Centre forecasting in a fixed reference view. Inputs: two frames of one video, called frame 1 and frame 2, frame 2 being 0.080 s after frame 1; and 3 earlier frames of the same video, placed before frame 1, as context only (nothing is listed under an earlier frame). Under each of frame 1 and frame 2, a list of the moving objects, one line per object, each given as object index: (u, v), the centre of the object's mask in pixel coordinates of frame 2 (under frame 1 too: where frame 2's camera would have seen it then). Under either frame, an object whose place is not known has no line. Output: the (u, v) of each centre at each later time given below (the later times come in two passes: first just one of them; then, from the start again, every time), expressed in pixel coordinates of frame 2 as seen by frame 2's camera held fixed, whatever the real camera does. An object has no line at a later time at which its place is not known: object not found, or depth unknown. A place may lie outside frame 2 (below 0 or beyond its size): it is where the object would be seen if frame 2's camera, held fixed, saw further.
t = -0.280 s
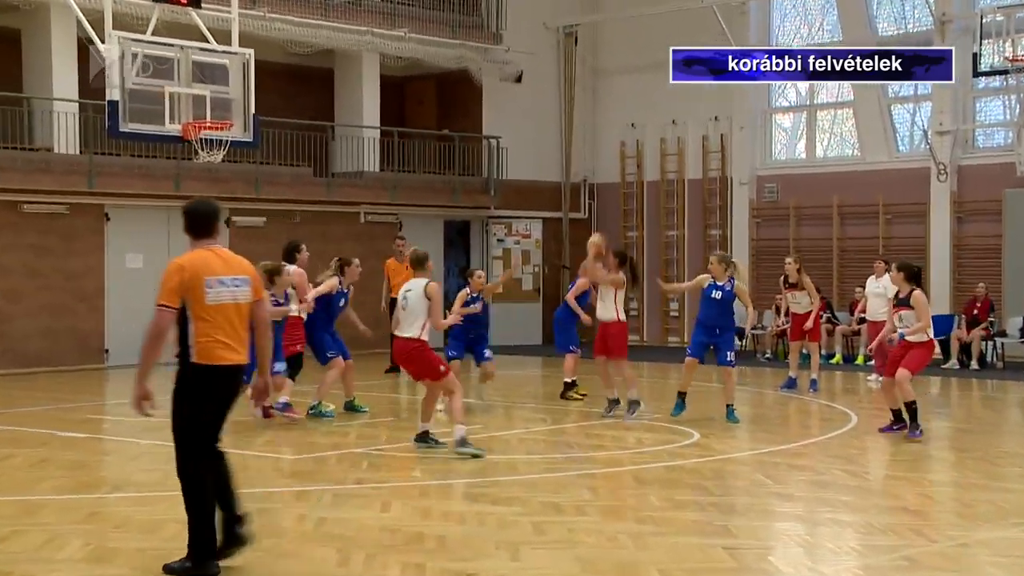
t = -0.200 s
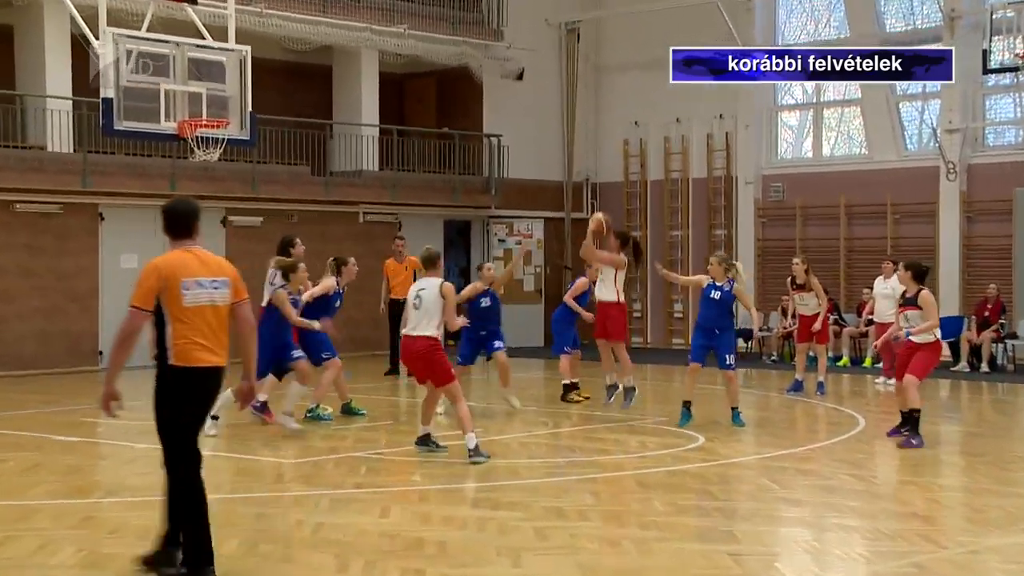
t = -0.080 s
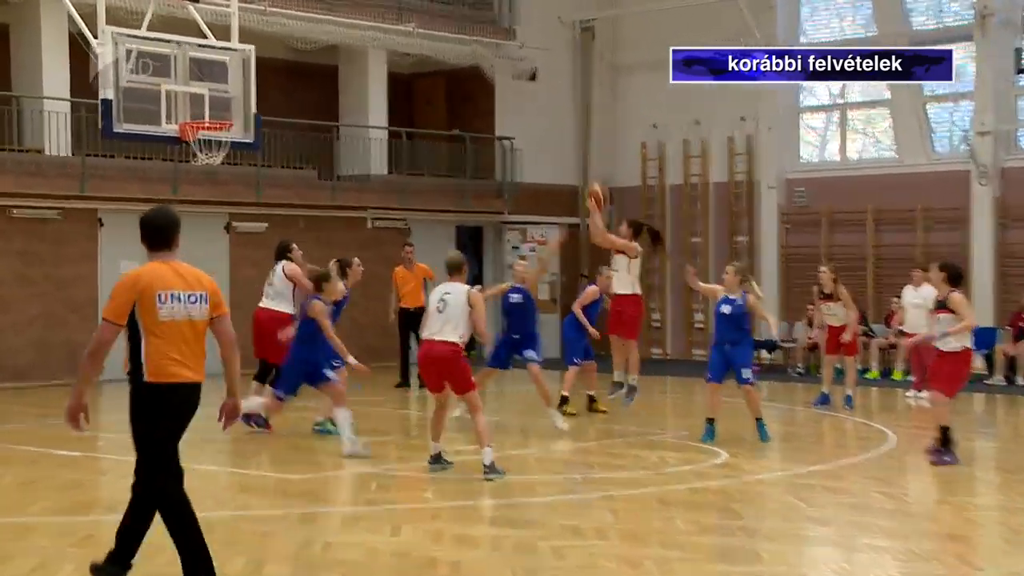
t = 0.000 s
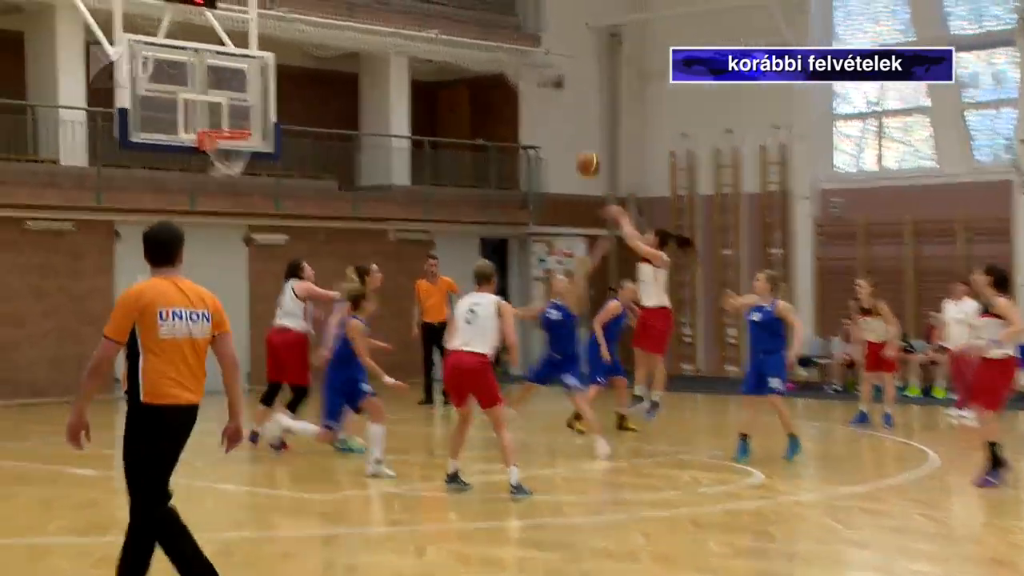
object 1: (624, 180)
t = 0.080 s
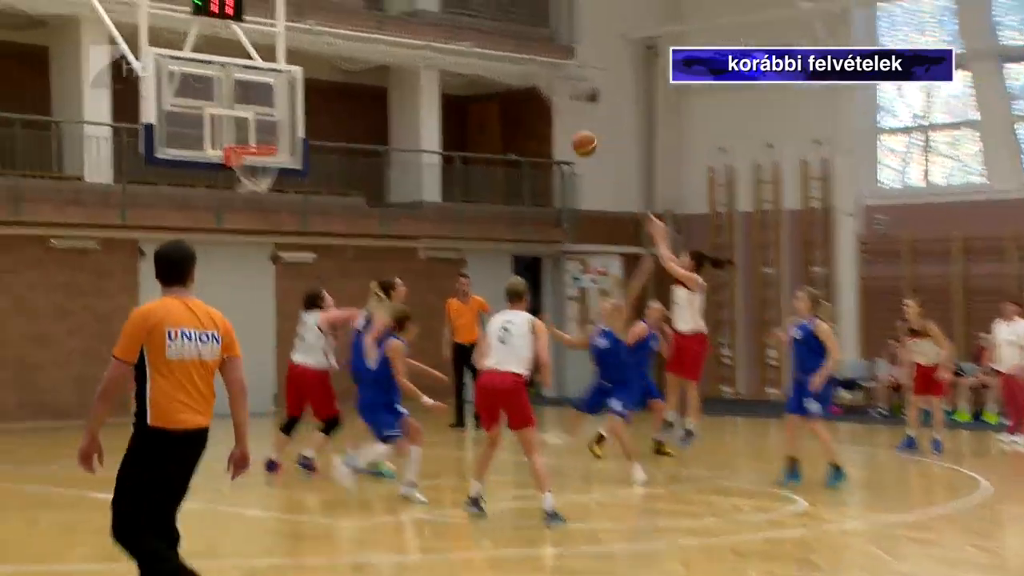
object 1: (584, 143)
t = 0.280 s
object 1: (488, 85)
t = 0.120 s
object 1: (564, 128)
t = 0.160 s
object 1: (544, 114)
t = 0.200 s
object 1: (525, 103)
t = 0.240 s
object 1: (506, 93)
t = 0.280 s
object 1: (488, 85)
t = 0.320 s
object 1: (470, 78)
